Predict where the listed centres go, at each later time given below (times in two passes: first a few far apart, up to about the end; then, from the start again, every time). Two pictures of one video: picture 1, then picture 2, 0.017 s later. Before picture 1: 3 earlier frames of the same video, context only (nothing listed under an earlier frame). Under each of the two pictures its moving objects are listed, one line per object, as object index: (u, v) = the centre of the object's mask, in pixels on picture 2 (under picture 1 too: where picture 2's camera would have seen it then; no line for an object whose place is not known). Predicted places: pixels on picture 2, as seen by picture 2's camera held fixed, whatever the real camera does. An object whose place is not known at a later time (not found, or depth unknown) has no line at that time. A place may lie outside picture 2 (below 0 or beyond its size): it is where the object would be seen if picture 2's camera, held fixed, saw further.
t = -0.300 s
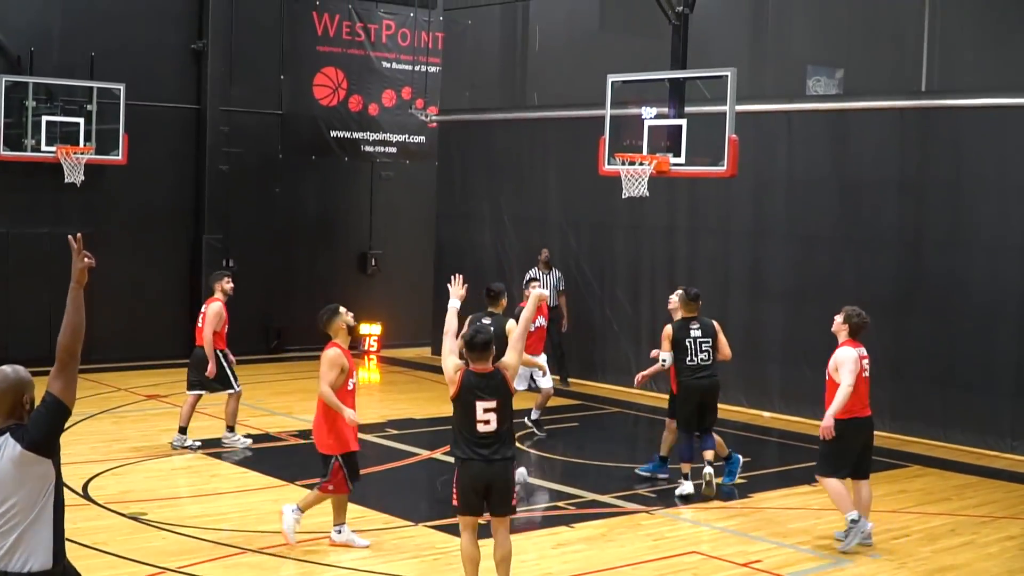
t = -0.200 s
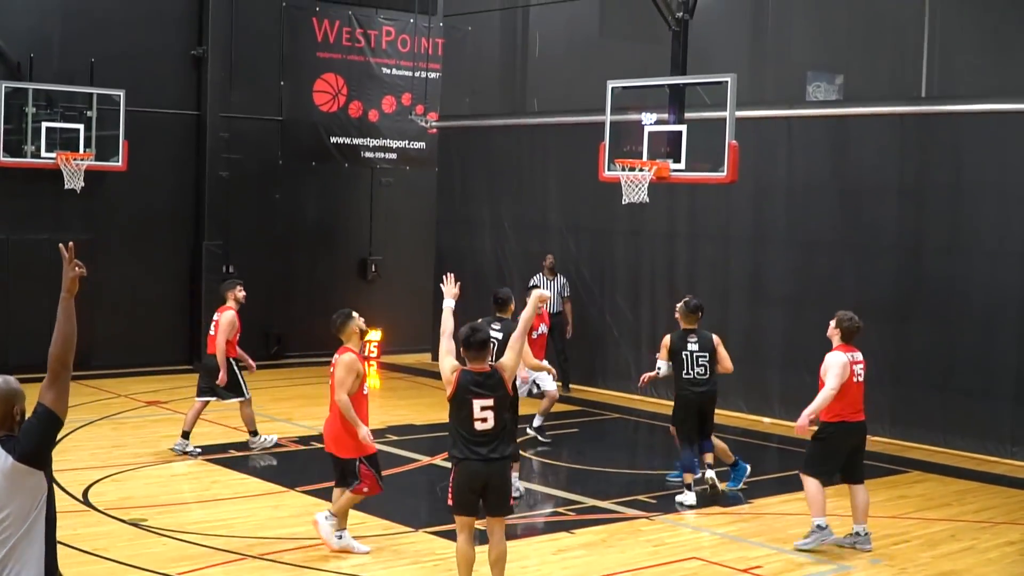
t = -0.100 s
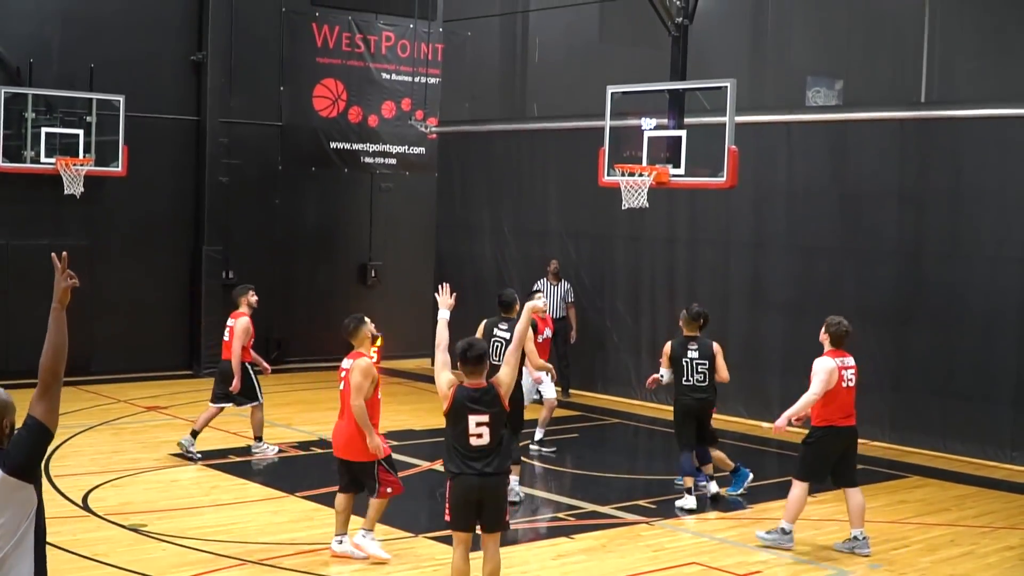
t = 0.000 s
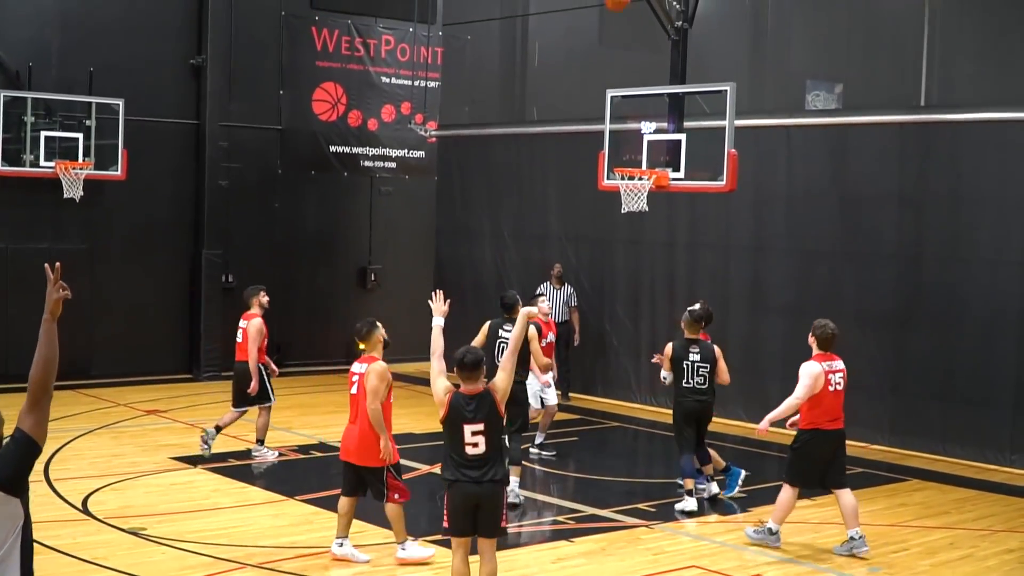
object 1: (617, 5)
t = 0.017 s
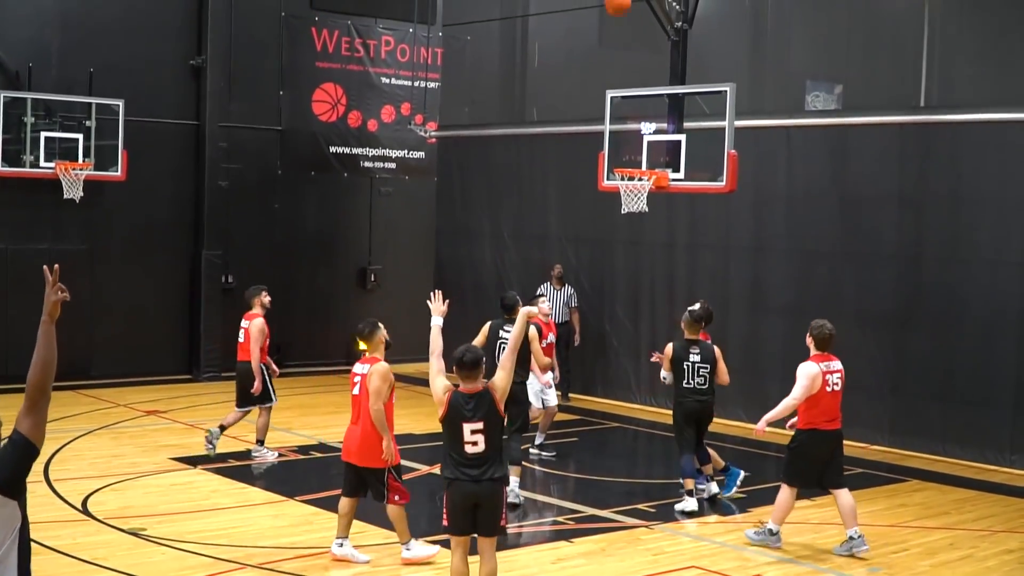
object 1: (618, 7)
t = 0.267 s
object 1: (631, 90)
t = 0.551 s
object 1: (638, 200)
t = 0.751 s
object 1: (638, 249)
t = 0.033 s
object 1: (619, 9)
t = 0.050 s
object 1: (620, 12)
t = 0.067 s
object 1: (621, 16)
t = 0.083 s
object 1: (621, 21)
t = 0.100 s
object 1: (623, 27)
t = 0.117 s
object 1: (623, 32)
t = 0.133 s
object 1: (624, 38)
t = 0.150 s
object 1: (625, 44)
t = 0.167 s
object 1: (626, 50)
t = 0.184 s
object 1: (627, 56)
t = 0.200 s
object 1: (628, 63)
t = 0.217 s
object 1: (628, 70)
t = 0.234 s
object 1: (629, 76)
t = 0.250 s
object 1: (630, 83)
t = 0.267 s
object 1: (631, 90)
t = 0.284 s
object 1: (632, 98)
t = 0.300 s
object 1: (632, 107)
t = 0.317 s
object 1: (633, 113)
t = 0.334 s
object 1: (634, 121)
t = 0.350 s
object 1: (634, 130)
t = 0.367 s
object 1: (634, 138)
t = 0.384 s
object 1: (635, 147)
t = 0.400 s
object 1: (635, 156)
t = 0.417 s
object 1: (636, 161)
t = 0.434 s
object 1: (636, 172)
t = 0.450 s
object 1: (637, 177)
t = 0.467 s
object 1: (637, 184)
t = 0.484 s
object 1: (638, 193)
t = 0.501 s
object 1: (638, 193)
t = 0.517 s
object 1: (638, 195)
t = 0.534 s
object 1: (638, 198)
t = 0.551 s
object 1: (638, 200)
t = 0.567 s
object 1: (638, 203)
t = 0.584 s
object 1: (638, 206)
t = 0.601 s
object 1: (638, 210)
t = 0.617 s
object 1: (638, 213)
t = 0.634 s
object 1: (639, 217)
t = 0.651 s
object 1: (639, 221)
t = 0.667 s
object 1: (639, 225)
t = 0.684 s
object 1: (638, 229)
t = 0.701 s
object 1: (638, 234)
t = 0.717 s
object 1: (638, 238)
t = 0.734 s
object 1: (638, 243)
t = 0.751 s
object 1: (638, 249)
